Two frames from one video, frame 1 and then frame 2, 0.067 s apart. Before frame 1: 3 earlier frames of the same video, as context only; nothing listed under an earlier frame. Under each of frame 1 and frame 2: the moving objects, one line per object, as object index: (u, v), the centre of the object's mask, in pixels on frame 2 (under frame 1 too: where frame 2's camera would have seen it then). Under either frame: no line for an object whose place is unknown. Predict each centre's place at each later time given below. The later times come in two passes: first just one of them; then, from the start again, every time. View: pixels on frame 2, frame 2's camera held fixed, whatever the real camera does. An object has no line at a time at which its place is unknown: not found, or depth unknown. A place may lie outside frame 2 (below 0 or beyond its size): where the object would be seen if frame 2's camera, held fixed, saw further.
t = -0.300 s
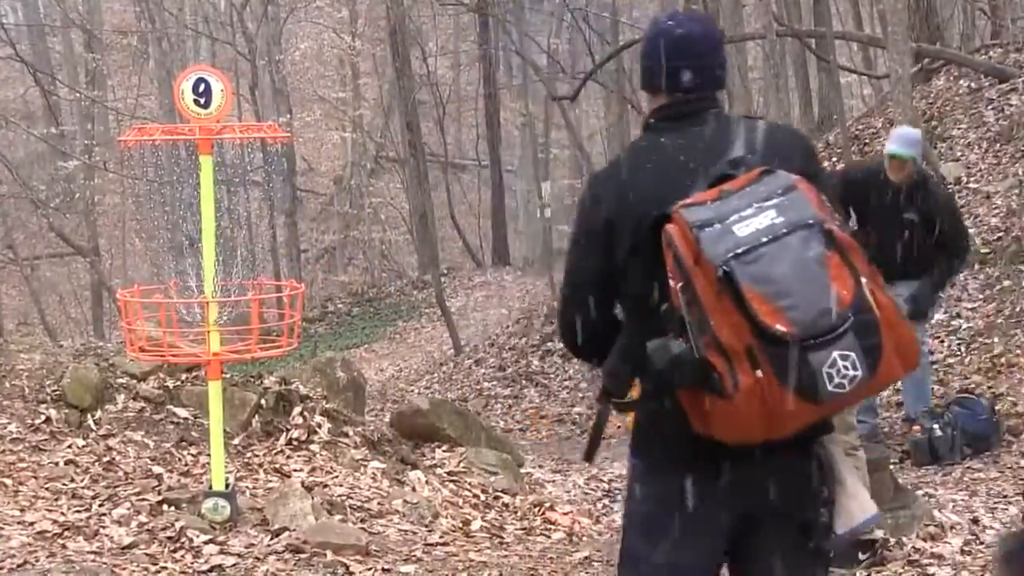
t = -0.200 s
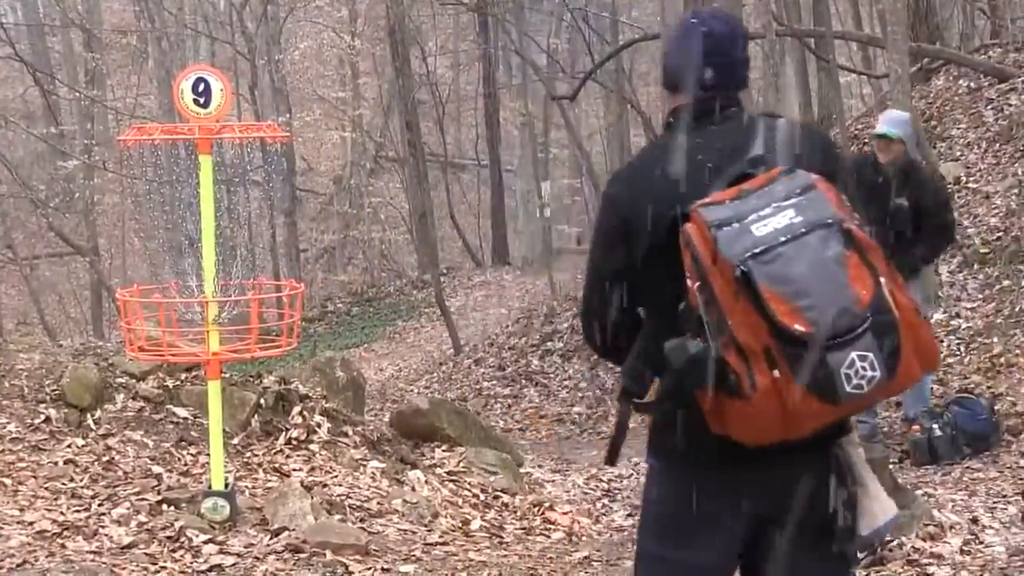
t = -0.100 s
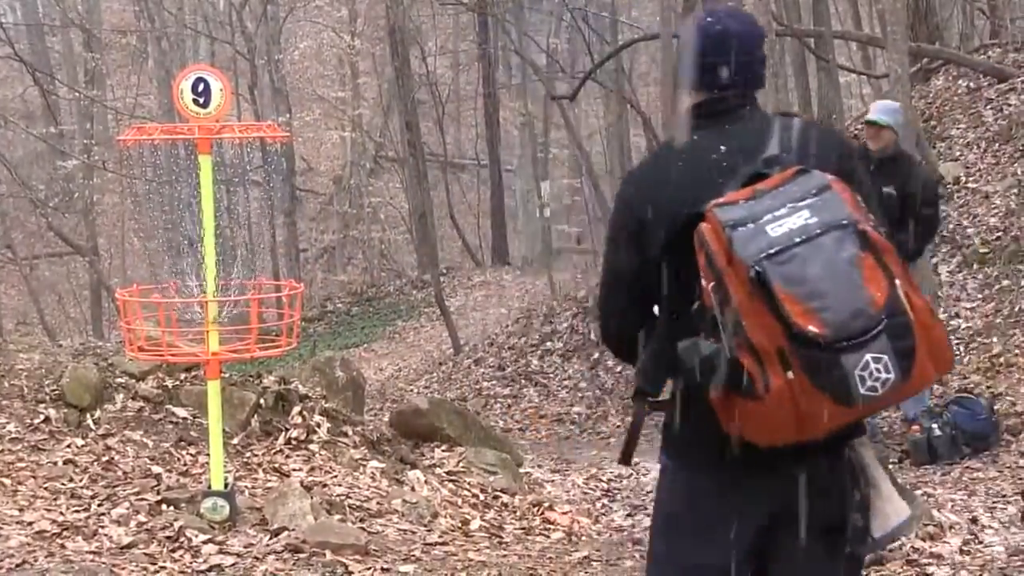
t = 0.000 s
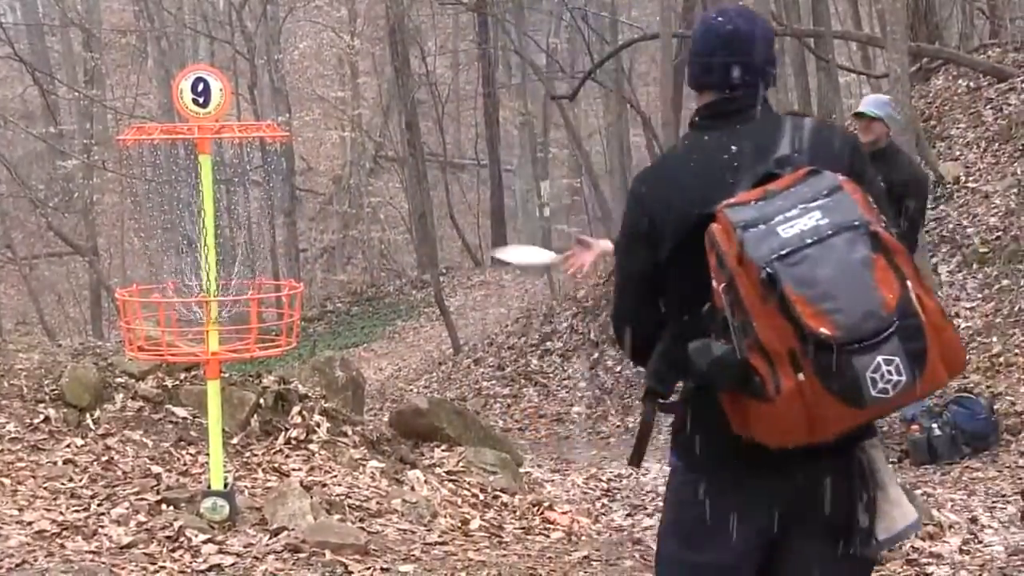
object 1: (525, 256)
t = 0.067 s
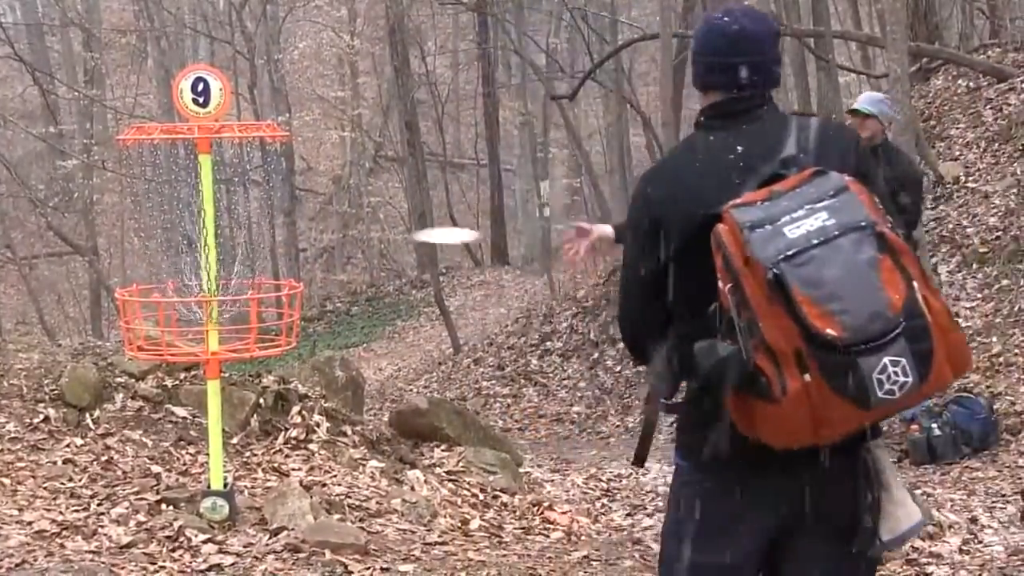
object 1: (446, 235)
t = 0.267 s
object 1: (245, 238)
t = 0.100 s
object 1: (406, 231)
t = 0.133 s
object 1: (368, 228)
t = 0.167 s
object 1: (326, 230)
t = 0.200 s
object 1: (290, 233)
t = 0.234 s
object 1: (263, 236)
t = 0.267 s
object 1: (245, 238)
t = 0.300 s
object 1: (240, 240)
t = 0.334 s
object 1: (240, 245)
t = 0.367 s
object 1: (240, 253)
